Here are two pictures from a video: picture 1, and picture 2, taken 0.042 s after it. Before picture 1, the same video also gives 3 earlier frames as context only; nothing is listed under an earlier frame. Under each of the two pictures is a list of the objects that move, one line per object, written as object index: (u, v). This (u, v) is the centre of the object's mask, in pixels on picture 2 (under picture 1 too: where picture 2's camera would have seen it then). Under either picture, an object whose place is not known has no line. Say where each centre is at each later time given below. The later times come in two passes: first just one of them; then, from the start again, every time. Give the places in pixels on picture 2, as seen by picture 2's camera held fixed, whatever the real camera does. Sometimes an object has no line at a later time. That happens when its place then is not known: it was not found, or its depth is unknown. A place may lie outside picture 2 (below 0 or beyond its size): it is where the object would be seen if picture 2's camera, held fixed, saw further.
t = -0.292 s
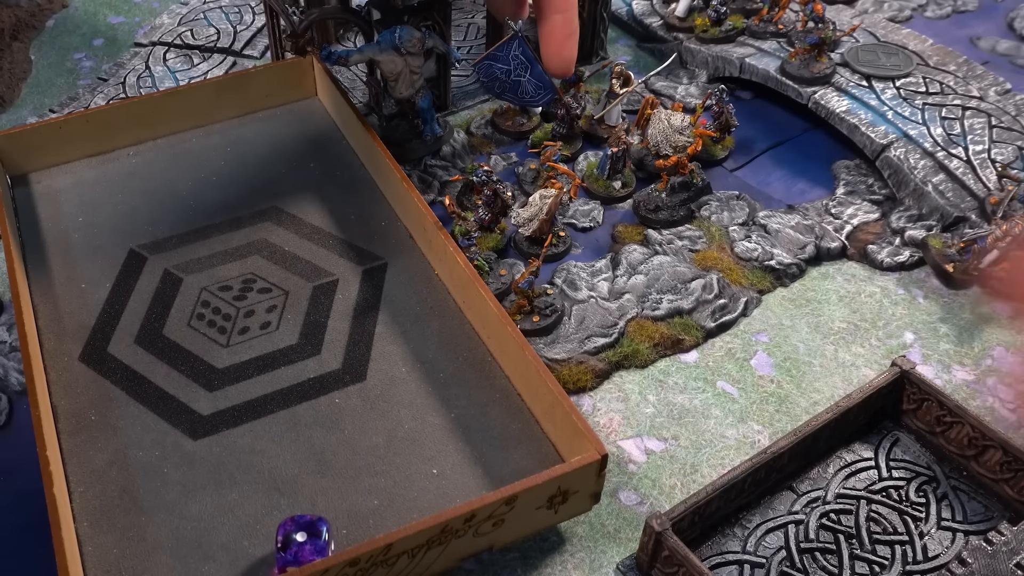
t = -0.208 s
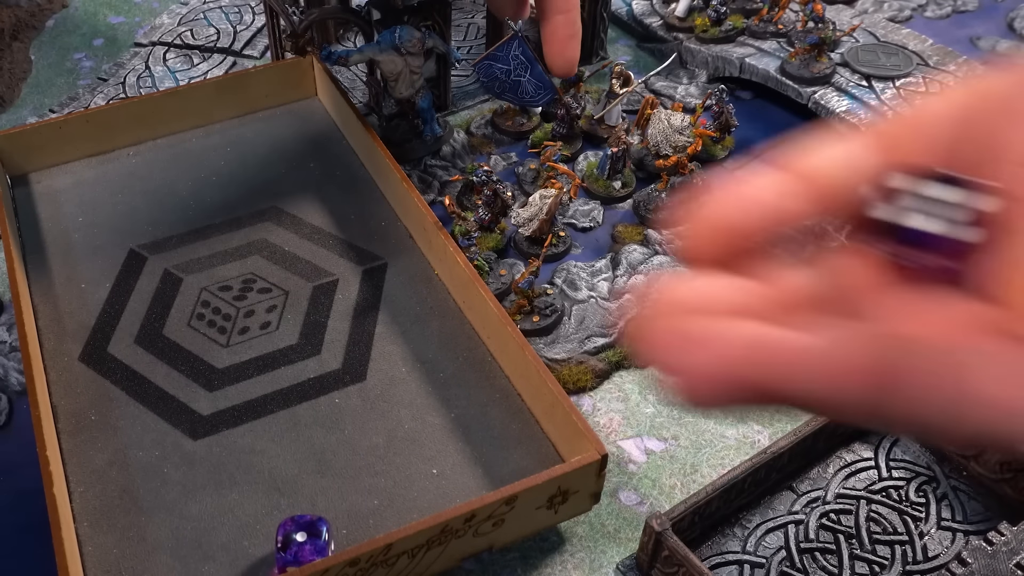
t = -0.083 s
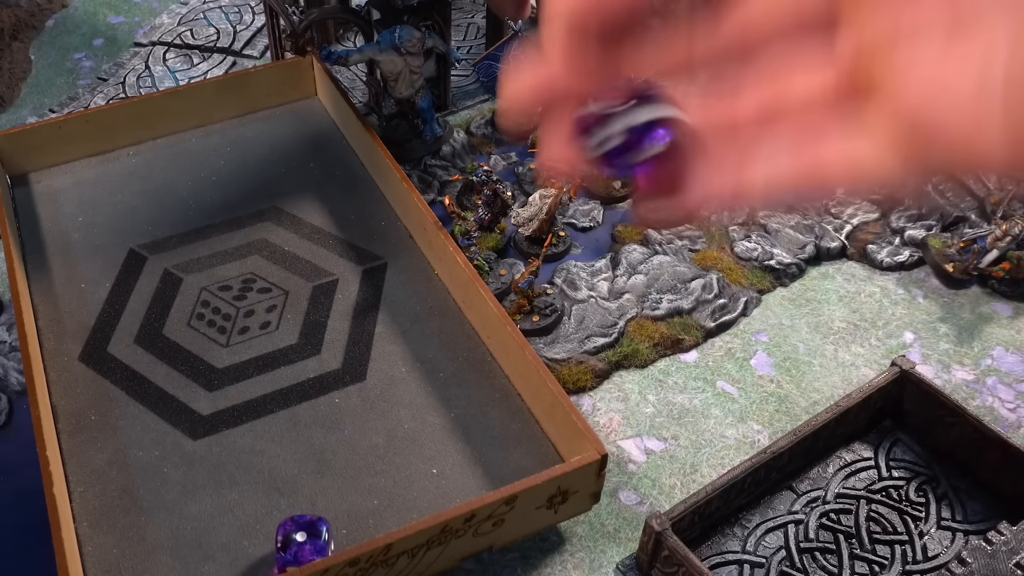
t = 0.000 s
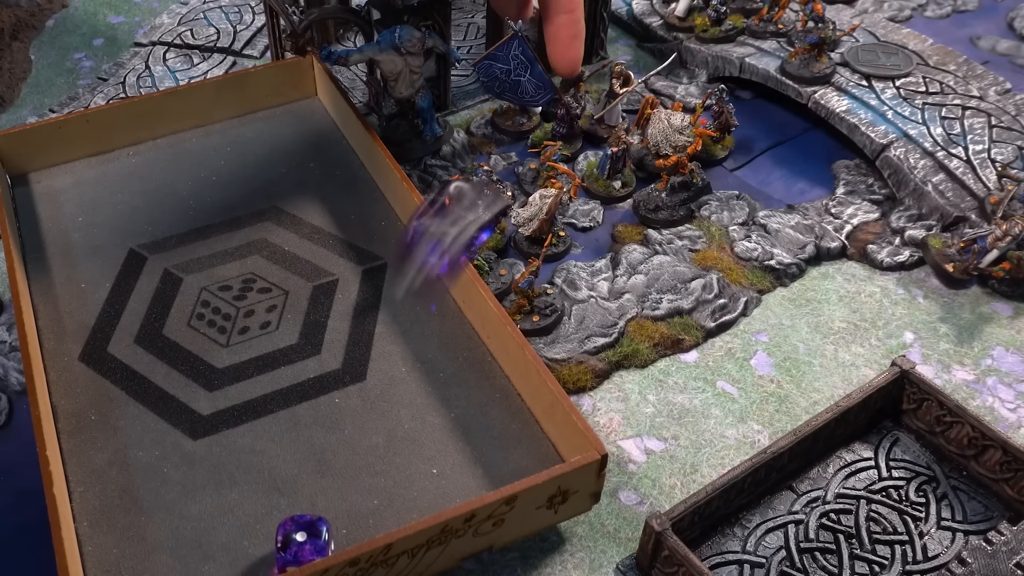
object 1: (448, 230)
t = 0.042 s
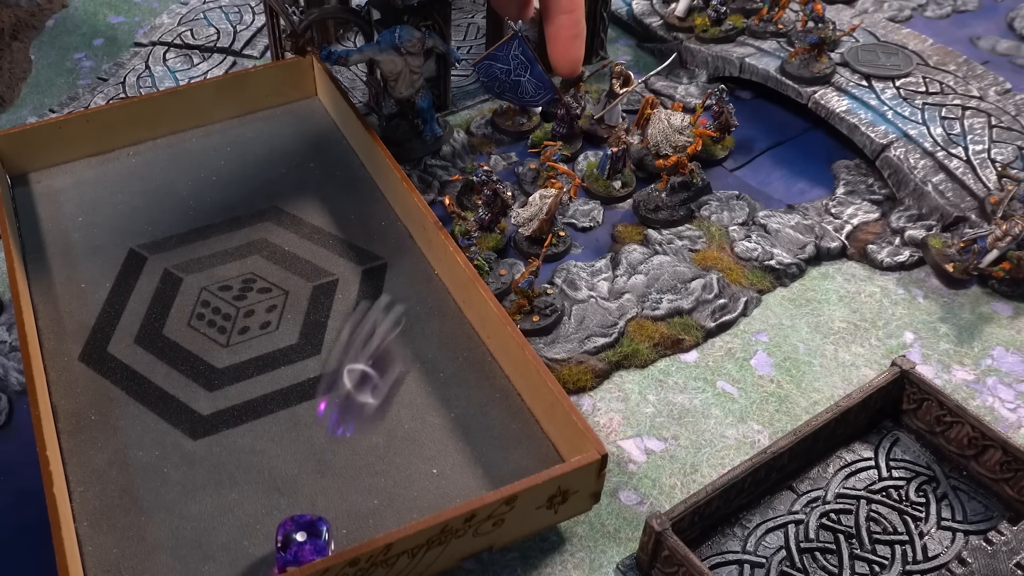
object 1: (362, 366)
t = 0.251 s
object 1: (233, 279)
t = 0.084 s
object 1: (319, 484)
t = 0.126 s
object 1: (290, 412)
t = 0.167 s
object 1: (268, 365)
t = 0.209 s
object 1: (248, 313)
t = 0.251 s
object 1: (233, 279)
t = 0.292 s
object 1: (218, 249)
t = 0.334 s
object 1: (204, 229)
